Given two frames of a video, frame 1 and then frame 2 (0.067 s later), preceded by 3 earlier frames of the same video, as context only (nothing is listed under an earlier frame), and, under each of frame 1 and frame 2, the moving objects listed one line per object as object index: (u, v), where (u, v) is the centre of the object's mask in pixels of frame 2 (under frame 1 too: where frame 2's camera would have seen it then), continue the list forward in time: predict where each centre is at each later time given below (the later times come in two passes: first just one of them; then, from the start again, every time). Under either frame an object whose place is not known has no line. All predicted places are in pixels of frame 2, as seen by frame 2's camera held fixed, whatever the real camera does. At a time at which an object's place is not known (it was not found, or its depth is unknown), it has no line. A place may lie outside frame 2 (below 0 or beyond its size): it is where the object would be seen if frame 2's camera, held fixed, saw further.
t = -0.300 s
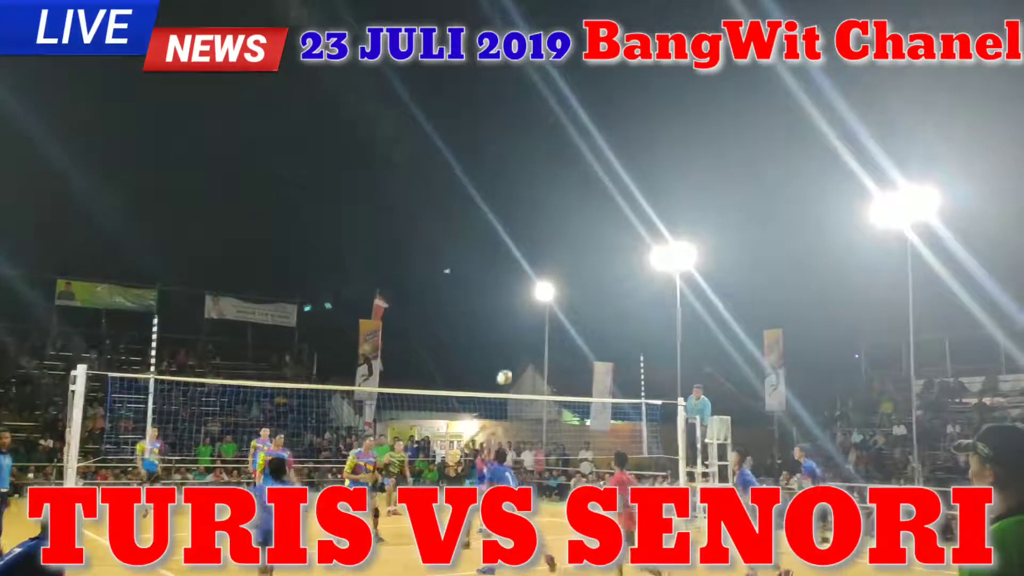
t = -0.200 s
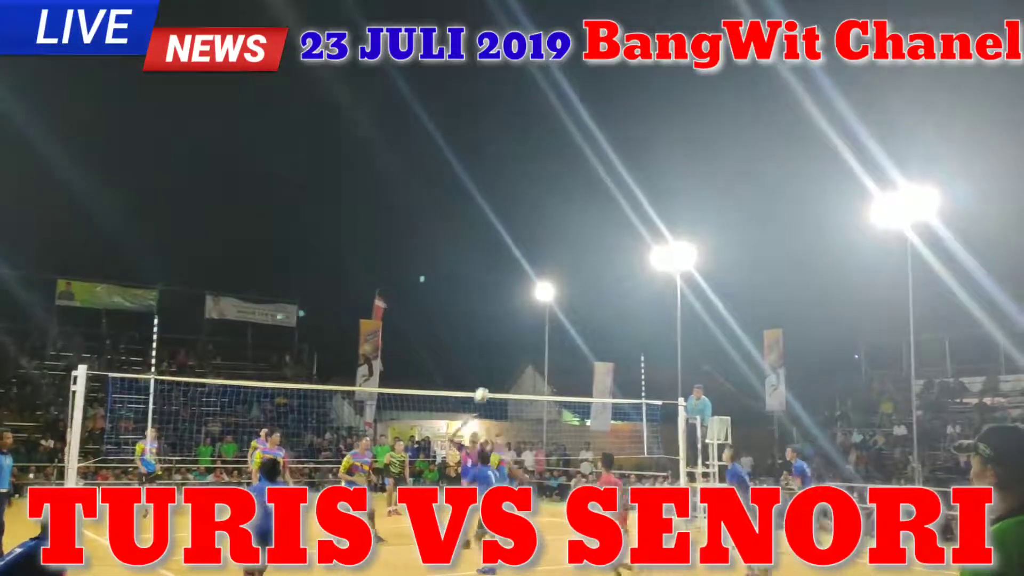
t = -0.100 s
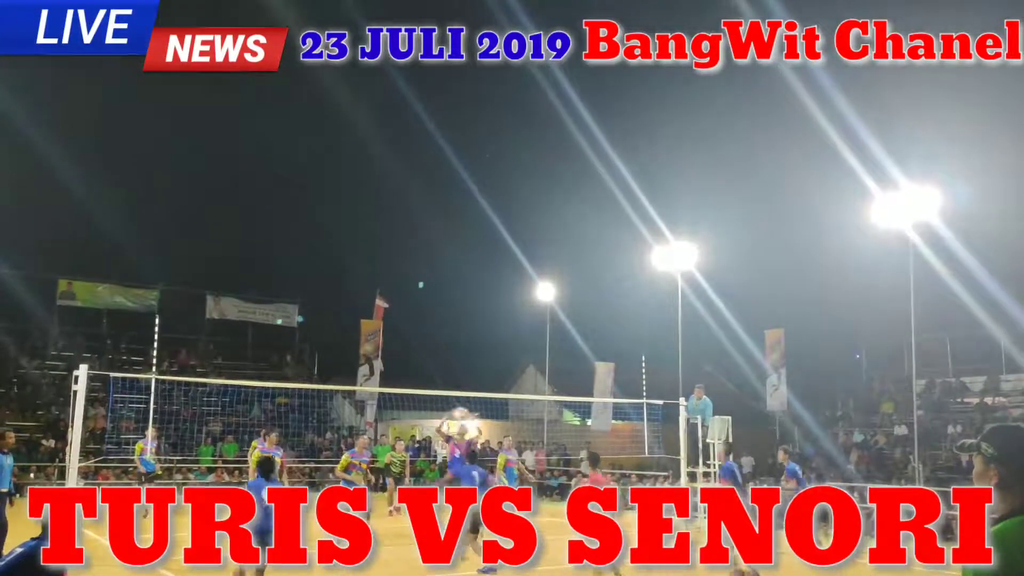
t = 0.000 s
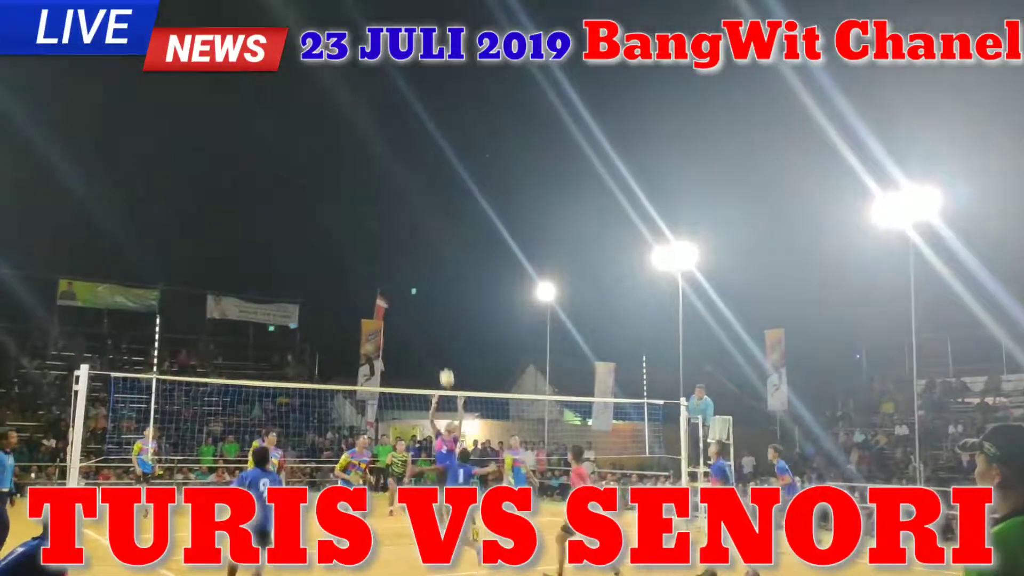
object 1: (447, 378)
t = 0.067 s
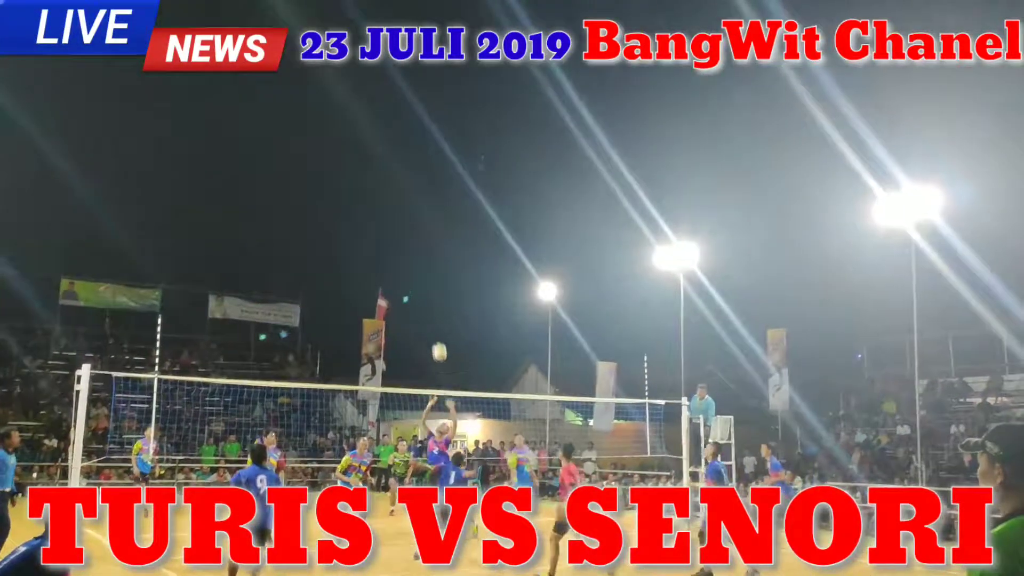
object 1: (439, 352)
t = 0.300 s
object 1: (414, 283)
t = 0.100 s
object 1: (435, 340)
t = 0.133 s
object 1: (431, 329)
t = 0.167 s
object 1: (428, 318)
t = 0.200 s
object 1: (425, 308)
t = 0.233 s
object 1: (421, 299)
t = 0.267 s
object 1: (417, 290)
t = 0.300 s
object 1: (414, 283)
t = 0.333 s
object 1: (410, 276)
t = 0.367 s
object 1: (406, 269)
